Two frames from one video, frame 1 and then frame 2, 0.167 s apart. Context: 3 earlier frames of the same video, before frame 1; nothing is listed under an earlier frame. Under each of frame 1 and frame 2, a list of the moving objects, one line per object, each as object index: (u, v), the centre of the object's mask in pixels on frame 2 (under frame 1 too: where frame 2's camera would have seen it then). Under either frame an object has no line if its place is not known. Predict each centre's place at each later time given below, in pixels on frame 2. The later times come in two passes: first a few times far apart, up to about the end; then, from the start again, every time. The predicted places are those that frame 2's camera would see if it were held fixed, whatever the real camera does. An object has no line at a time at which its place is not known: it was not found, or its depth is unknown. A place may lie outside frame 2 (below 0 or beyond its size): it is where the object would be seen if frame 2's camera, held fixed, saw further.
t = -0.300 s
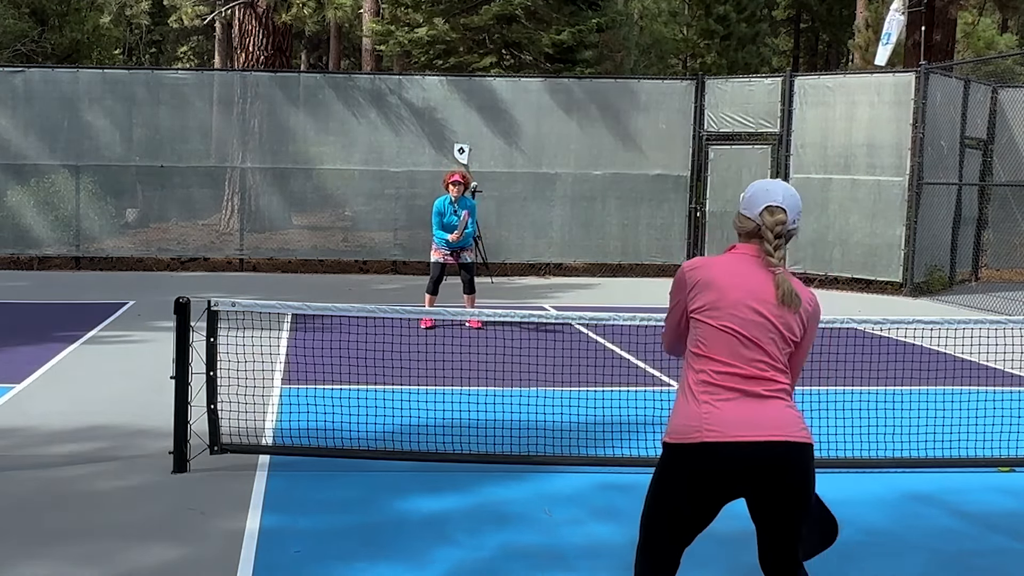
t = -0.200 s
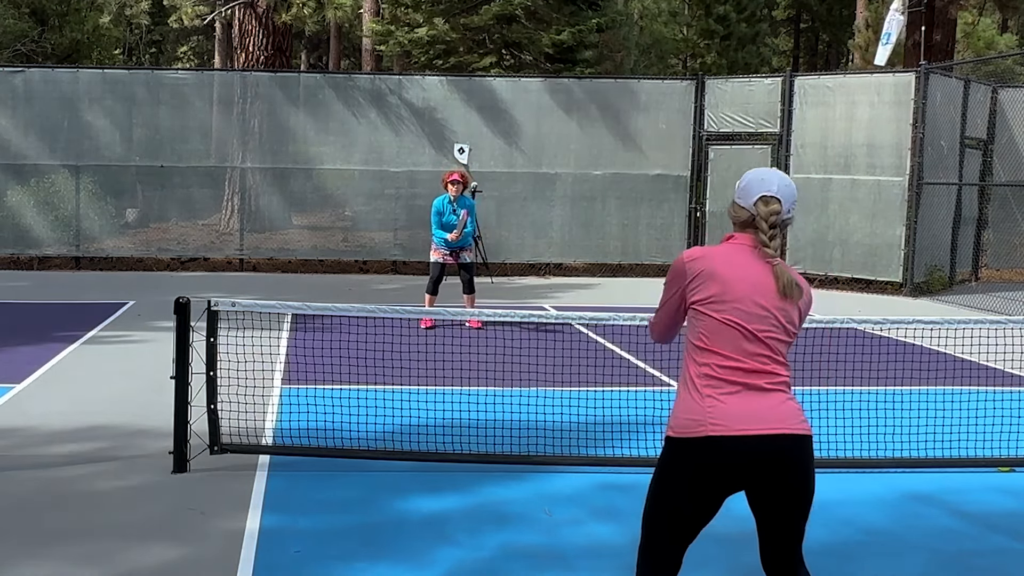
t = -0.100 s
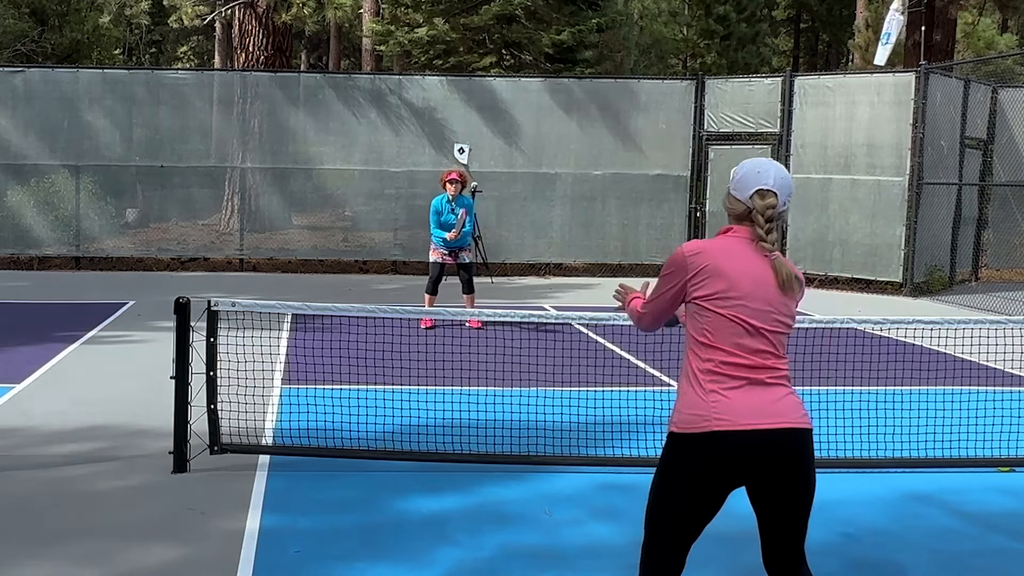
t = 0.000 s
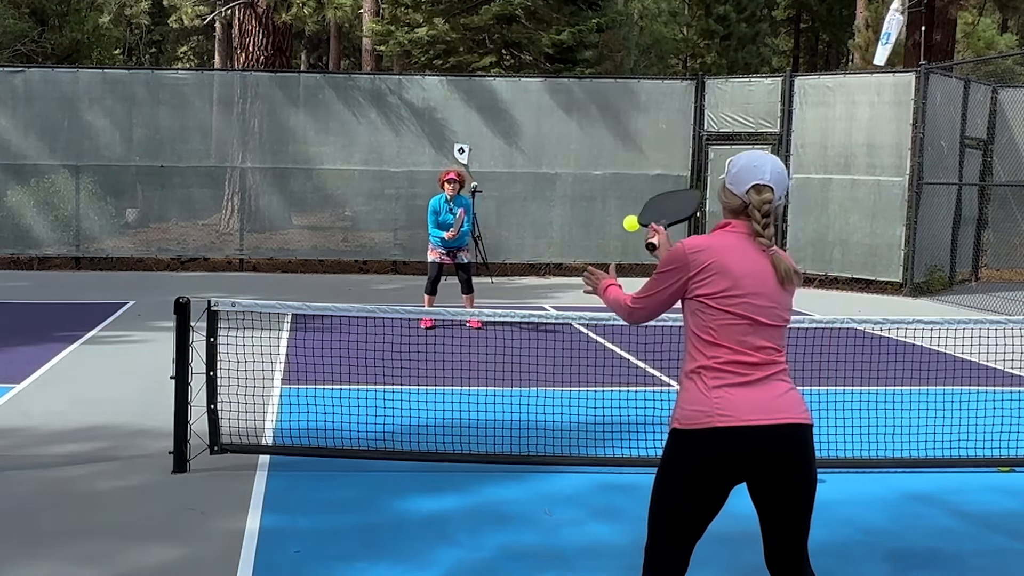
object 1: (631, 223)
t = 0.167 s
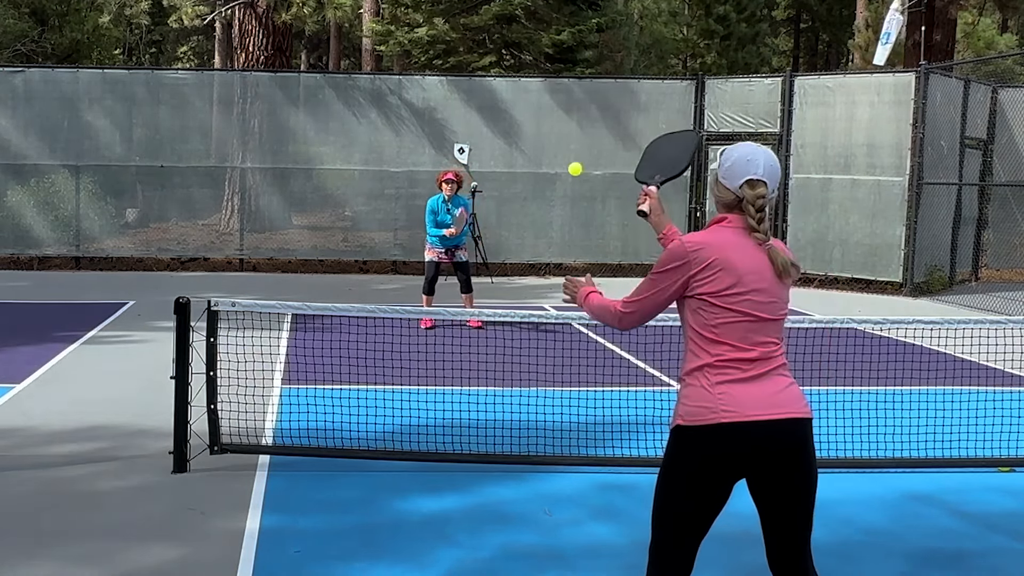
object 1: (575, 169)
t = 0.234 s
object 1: (558, 165)
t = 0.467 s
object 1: (512, 204)
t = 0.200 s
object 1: (566, 166)
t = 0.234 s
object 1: (558, 165)
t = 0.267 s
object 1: (550, 167)
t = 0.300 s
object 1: (543, 169)
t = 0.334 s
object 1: (536, 174)
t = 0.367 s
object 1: (529, 180)
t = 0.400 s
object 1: (523, 187)
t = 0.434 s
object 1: (517, 195)
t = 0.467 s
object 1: (512, 204)
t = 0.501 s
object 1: (507, 214)
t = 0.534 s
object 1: (502, 224)
